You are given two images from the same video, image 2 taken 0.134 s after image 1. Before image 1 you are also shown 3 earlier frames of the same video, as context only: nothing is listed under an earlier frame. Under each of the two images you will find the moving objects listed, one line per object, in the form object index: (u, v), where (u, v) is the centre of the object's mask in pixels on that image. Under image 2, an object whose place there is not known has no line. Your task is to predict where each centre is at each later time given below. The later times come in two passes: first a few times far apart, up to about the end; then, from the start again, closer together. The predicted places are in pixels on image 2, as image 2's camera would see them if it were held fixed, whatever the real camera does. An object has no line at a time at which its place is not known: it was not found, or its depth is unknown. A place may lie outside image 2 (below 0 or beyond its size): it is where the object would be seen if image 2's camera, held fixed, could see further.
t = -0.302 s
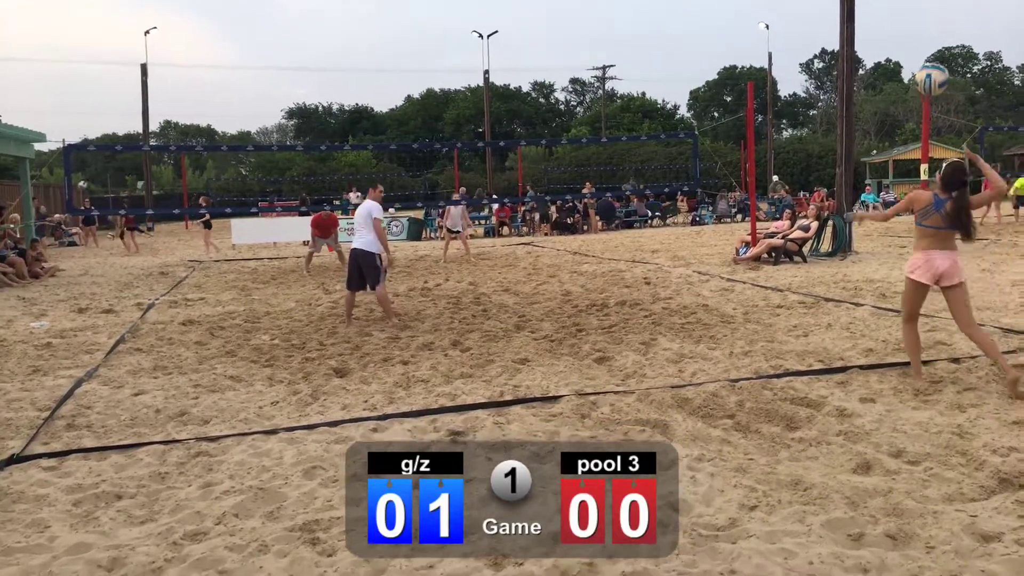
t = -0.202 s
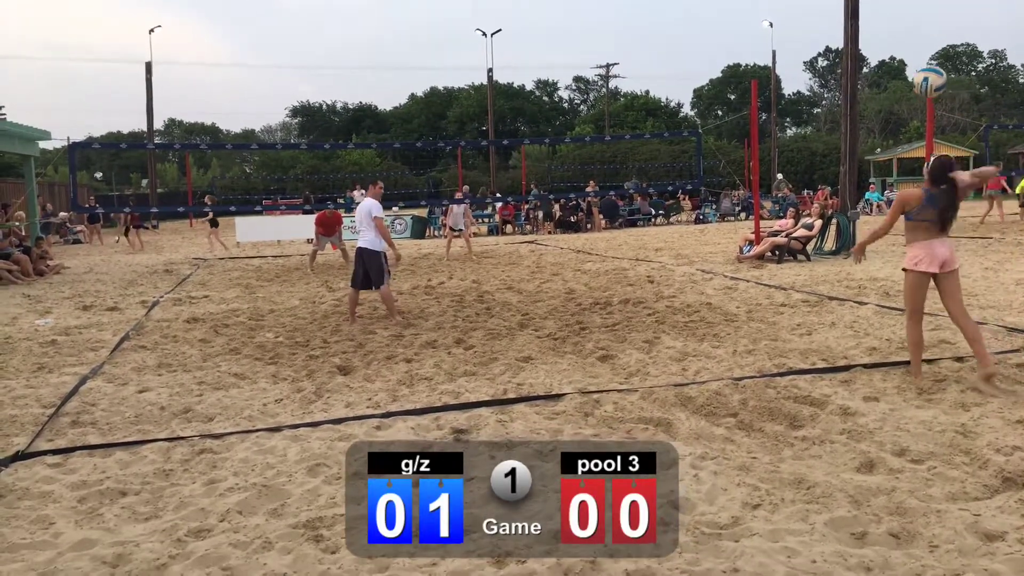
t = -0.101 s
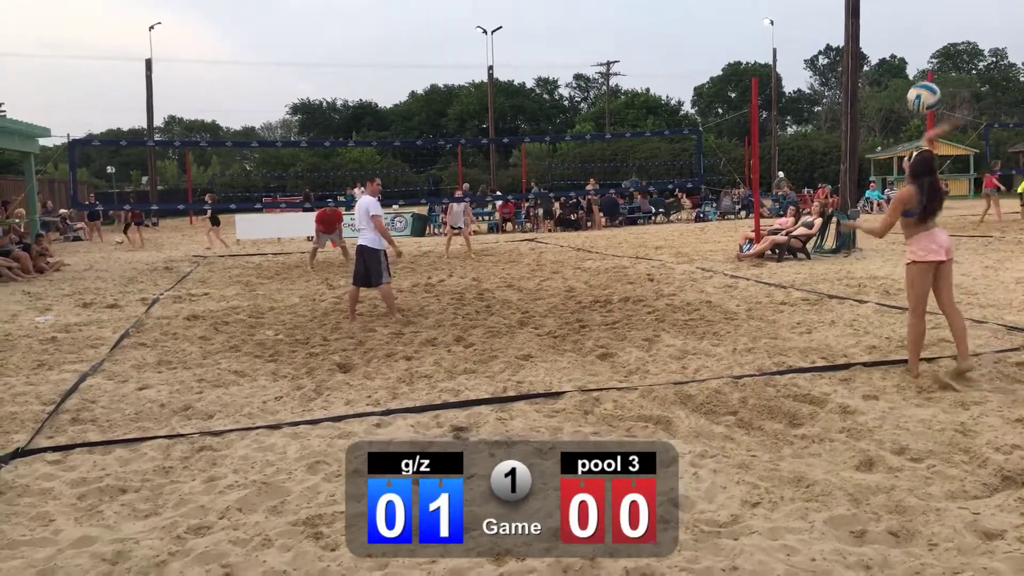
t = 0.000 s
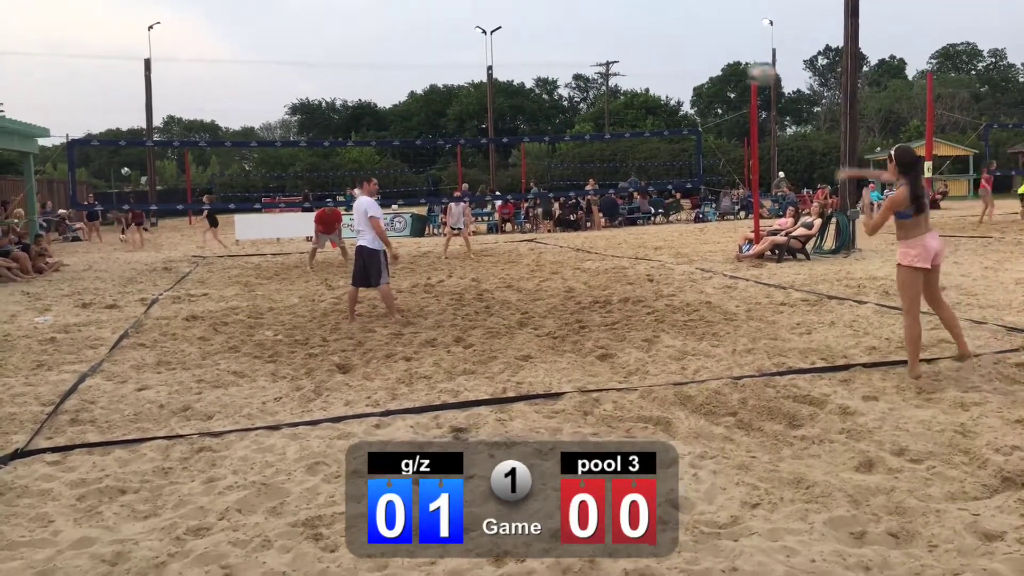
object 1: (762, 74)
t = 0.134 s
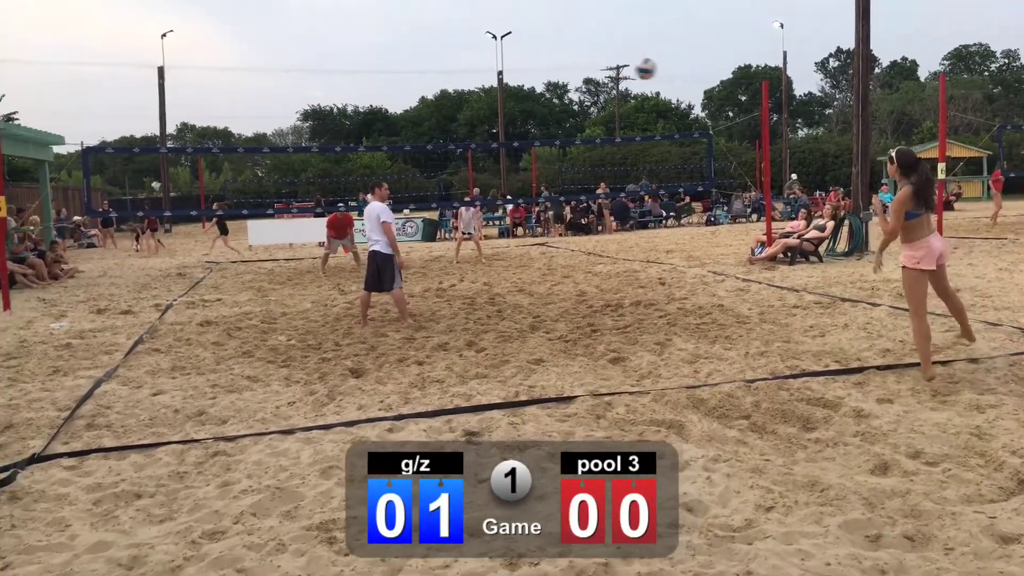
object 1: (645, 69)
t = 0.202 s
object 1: (599, 71)
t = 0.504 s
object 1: (455, 120)
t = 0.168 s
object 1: (621, 70)
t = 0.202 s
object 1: (599, 71)
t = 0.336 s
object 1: (524, 88)
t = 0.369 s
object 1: (507, 93)
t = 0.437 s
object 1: (480, 105)
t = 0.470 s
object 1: (467, 113)
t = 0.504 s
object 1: (455, 120)
